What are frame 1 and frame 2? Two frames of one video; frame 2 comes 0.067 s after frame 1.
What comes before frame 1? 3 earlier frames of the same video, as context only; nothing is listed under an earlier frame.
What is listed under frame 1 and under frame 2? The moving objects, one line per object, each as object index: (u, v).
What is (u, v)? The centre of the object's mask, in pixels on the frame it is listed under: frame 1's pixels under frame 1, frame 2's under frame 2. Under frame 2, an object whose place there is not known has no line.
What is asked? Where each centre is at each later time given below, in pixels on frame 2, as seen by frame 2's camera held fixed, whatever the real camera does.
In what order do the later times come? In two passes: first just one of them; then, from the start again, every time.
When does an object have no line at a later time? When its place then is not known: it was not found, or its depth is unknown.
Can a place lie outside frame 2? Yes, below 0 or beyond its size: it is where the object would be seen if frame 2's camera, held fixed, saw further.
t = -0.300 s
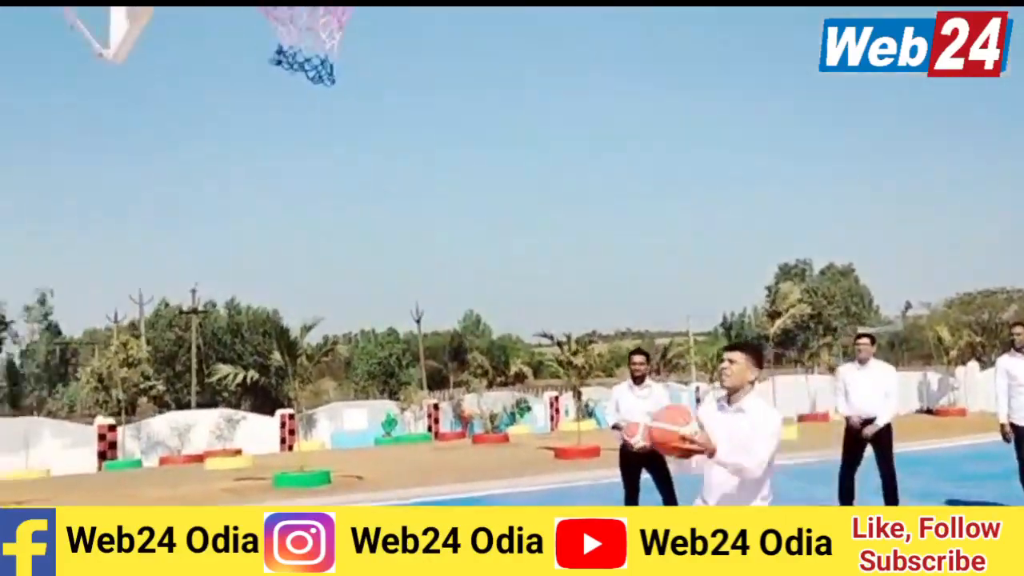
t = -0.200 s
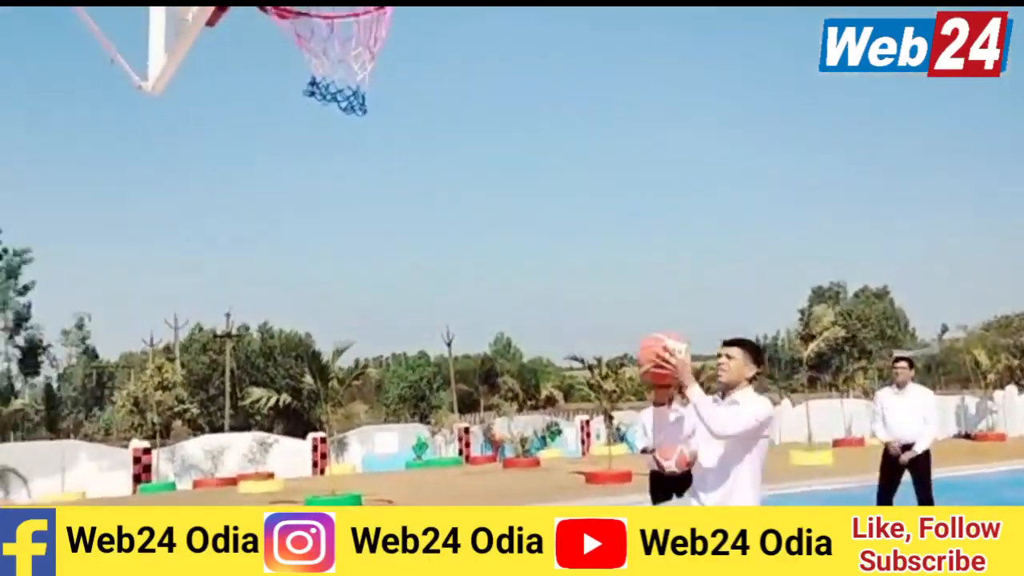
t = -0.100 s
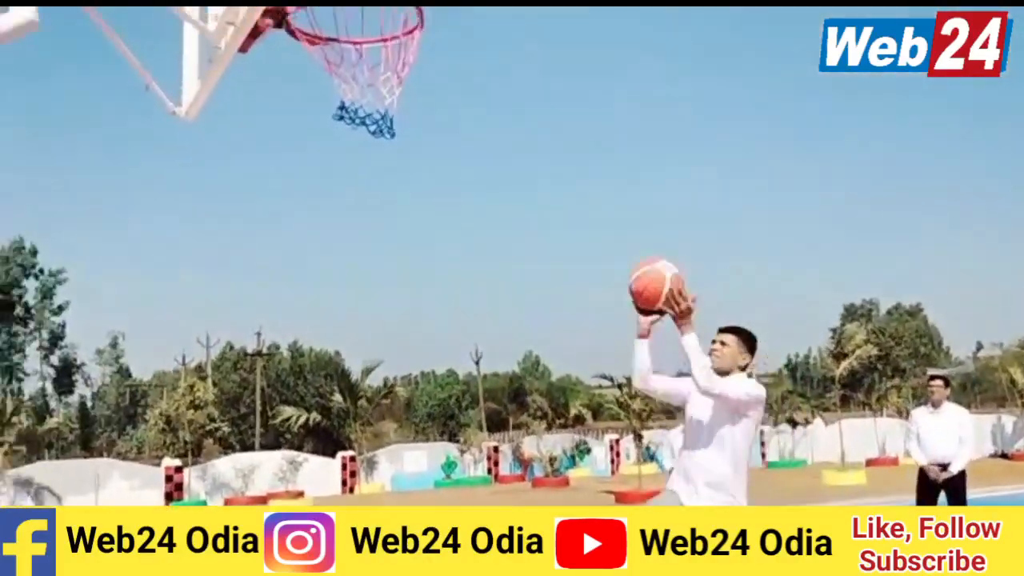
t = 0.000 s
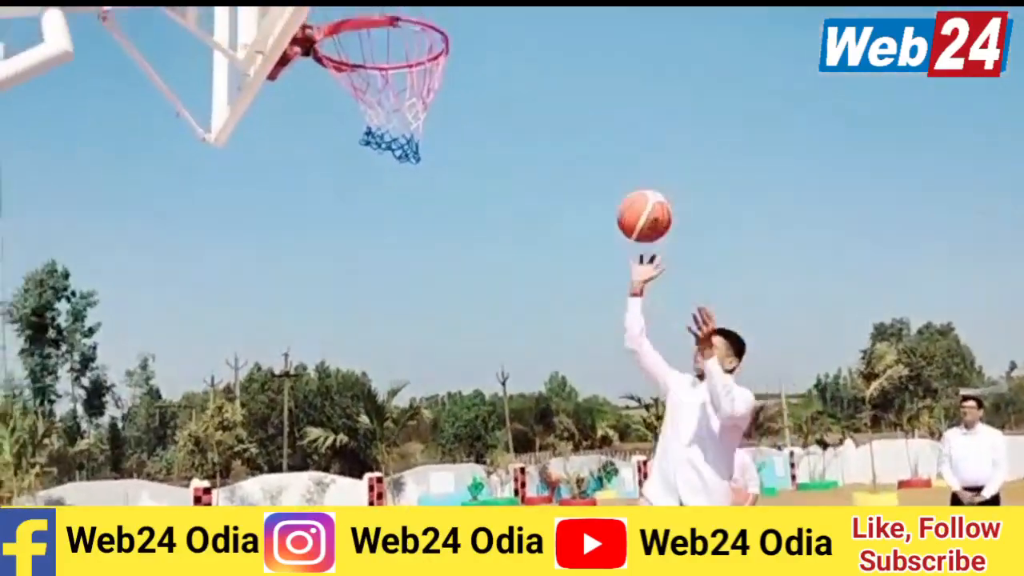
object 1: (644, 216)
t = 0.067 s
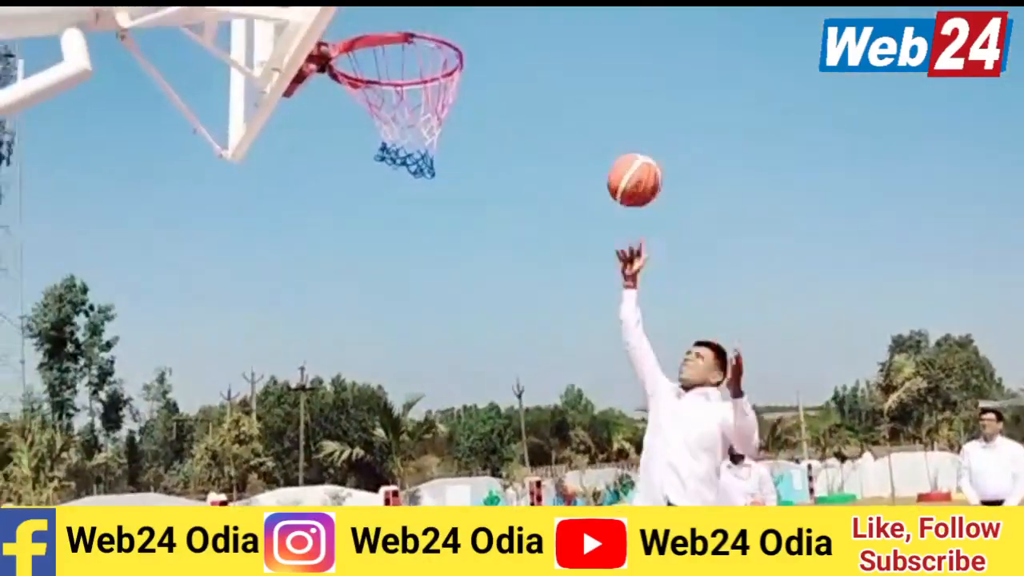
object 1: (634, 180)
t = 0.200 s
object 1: (581, 111)
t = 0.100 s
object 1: (621, 159)
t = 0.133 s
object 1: (607, 141)
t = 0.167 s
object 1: (595, 125)
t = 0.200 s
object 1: (581, 111)
